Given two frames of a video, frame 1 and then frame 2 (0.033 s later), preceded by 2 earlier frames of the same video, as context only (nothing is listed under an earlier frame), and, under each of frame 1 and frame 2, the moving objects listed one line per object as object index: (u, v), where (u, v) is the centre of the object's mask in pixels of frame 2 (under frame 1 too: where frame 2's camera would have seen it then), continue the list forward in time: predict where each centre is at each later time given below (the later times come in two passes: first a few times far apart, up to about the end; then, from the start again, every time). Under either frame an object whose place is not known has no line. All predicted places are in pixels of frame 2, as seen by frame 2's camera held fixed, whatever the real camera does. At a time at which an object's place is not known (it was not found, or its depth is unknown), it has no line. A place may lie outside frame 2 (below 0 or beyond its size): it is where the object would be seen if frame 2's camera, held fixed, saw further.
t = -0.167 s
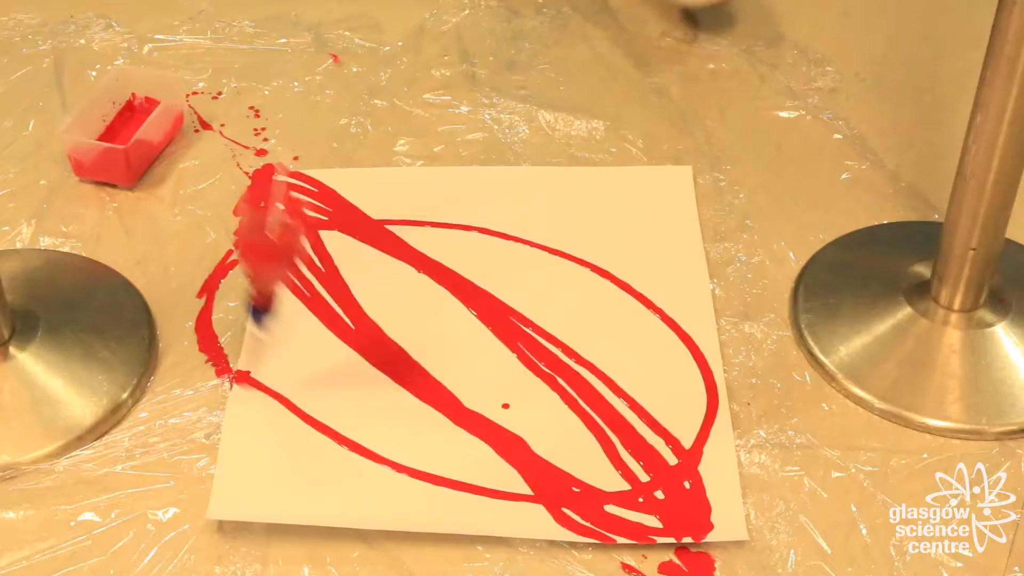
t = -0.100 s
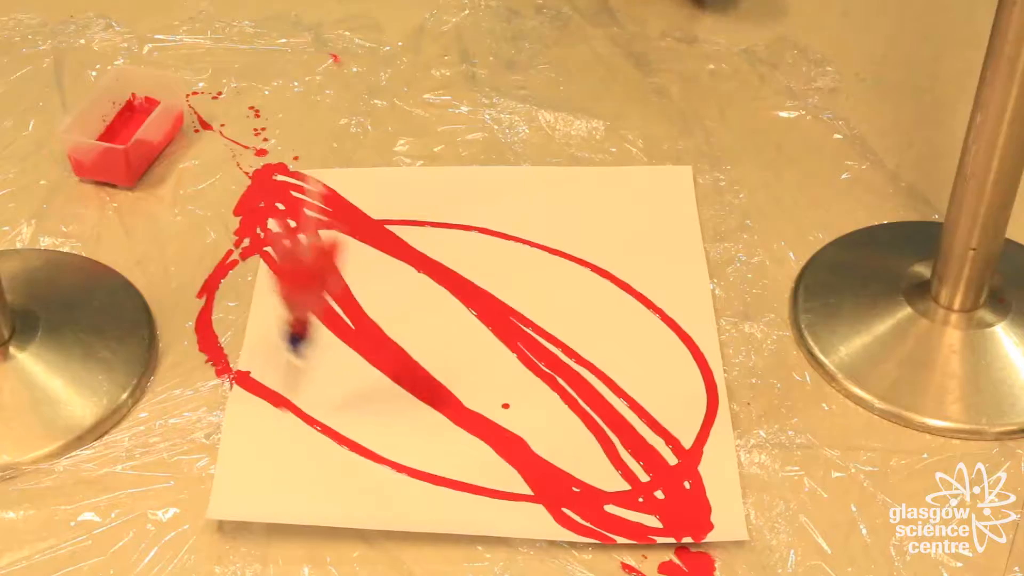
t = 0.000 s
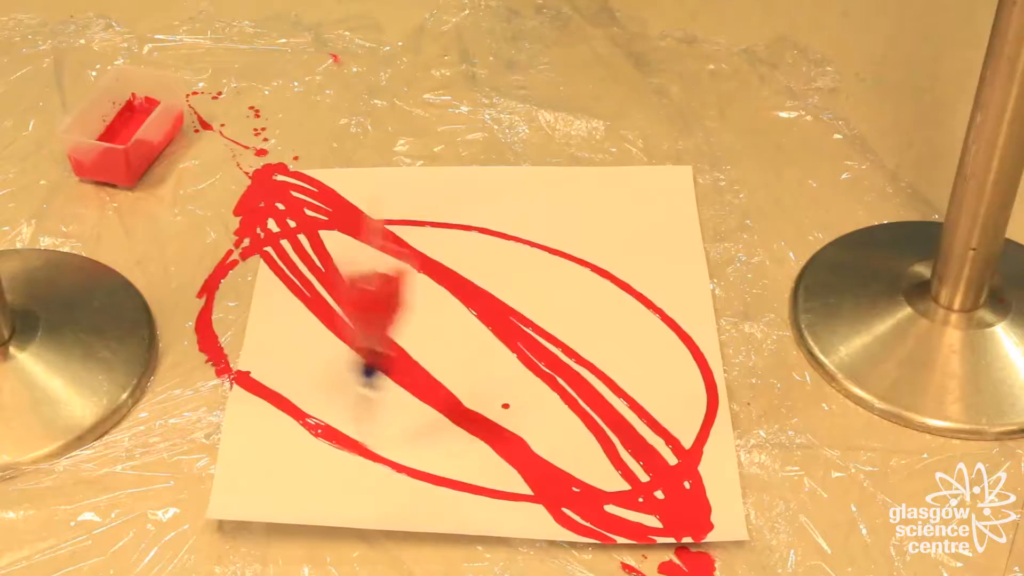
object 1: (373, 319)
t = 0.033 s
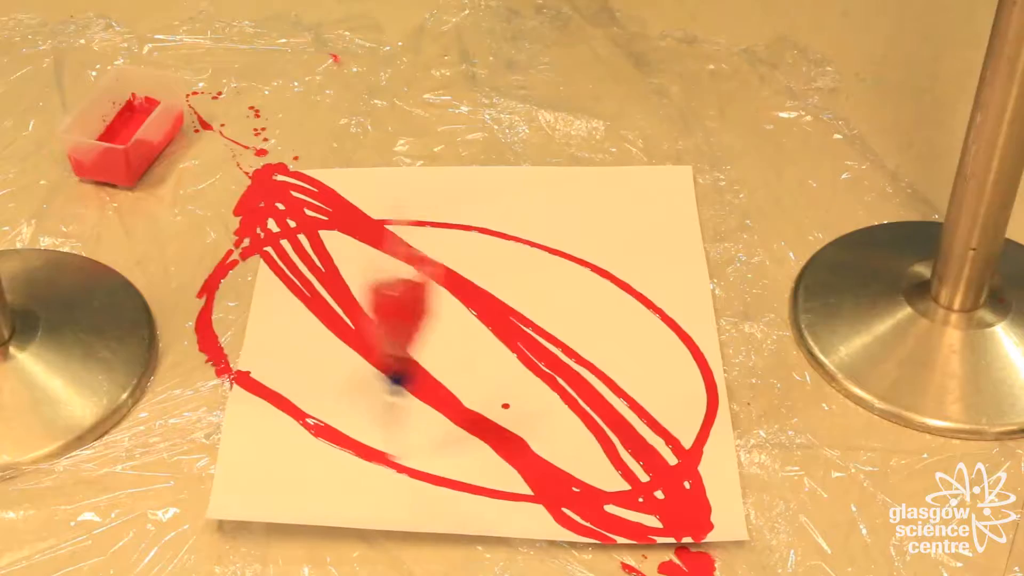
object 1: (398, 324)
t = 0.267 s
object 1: (580, 316)
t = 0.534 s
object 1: (666, 237)
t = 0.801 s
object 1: (579, 157)
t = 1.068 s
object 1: (407, 125)
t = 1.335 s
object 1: (265, 161)
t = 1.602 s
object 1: (264, 230)
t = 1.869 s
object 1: (414, 323)
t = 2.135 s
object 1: (599, 290)
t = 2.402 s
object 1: (648, 209)
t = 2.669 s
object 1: (544, 145)
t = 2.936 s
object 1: (380, 135)
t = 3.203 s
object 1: (260, 186)
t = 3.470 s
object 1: (285, 256)
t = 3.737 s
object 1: (442, 308)
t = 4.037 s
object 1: (609, 253)
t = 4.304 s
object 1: (611, 175)
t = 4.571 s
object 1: (492, 135)
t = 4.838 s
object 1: (342, 154)
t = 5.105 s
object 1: (263, 213)
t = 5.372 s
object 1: (327, 266)
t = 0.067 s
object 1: (425, 332)
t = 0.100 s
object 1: (453, 331)
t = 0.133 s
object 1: (481, 328)
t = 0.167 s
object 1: (507, 329)
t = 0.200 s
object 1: (534, 328)
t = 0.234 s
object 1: (557, 325)
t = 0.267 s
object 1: (580, 316)
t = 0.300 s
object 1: (600, 308)
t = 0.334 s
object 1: (618, 299)
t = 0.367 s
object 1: (633, 290)
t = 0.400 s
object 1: (646, 280)
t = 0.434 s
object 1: (656, 270)
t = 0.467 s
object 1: (662, 260)
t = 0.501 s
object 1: (666, 248)
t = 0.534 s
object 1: (666, 237)
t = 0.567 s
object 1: (664, 226)
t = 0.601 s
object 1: (658, 214)
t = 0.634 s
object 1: (650, 203)
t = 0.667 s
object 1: (640, 193)
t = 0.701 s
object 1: (627, 183)
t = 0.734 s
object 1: (613, 174)
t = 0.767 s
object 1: (597, 165)
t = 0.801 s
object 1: (579, 157)
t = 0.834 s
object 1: (560, 150)
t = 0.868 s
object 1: (539, 144)
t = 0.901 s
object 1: (519, 138)
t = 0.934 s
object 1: (497, 134)
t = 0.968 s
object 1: (475, 131)
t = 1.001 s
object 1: (452, 128)
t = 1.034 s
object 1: (430, 126)
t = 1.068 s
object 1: (407, 125)
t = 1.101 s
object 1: (386, 125)
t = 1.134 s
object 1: (365, 127)
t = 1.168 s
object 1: (346, 130)
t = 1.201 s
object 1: (326, 134)
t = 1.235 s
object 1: (309, 139)
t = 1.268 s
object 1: (292, 145)
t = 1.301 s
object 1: (277, 154)
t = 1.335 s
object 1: (265, 161)
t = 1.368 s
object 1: (256, 168)
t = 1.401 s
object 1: (248, 179)
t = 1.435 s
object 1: (243, 189)
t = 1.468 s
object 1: (240, 201)
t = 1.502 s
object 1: (243, 210)
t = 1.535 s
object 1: (249, 219)
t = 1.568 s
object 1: (256, 226)
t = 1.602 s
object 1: (264, 230)
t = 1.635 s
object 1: (274, 236)
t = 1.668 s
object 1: (289, 247)
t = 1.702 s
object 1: (299, 285)
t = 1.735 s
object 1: (321, 294)
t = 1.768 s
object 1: (343, 304)
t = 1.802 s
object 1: (366, 311)
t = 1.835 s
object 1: (388, 318)
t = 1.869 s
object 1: (414, 323)
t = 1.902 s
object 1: (439, 325)
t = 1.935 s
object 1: (465, 319)
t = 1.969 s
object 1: (490, 318)
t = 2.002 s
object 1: (516, 317)
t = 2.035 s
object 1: (538, 317)
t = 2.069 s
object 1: (561, 308)
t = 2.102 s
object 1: (581, 298)
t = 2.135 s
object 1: (599, 290)
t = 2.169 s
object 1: (614, 282)
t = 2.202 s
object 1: (627, 272)
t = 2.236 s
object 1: (638, 262)
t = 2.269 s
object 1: (645, 252)
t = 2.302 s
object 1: (650, 241)
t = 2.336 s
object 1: (652, 230)
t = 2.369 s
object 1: (651, 219)
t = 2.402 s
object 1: (648, 209)
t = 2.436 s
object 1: (642, 198)
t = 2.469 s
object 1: (633, 188)
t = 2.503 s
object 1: (623, 179)
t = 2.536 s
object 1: (610, 171)
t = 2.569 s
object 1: (596, 163)
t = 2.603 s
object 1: (581, 156)
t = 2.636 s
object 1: (563, 150)
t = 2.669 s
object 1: (544, 145)
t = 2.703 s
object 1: (526, 141)
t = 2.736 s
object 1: (506, 137)
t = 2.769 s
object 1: (485, 136)
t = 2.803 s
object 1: (463, 134)
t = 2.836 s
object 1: (441, 133)
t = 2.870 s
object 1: (421, 132)
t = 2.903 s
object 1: (400, 134)
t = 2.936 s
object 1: (380, 135)
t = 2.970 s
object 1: (360, 138)
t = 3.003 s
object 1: (342, 143)
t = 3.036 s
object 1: (324, 148)
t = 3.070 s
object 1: (308, 154)
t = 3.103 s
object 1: (292, 162)
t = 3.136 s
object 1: (279, 170)
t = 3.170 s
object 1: (268, 178)
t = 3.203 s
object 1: (260, 186)
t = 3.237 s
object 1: (254, 193)
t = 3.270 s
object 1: (251, 202)
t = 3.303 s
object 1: (251, 209)
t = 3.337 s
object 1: (253, 219)
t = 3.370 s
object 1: (257, 228)
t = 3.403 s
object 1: (264, 233)
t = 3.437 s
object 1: (271, 239)
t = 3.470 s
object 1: (285, 256)
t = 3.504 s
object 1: (297, 273)
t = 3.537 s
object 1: (314, 272)
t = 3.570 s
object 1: (333, 280)
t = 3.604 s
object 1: (352, 286)
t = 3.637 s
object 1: (371, 305)
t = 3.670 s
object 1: (395, 300)
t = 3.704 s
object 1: (419, 305)
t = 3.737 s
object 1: (442, 308)
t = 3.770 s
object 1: (467, 307)
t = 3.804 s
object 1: (489, 304)
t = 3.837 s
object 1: (509, 302)
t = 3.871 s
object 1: (532, 295)
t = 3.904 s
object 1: (551, 288)
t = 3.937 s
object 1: (569, 280)
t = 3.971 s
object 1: (584, 270)
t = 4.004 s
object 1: (598, 262)
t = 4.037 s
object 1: (609, 253)
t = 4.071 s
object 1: (618, 244)
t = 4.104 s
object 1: (625, 234)
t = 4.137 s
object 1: (628, 222)
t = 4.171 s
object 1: (630, 213)
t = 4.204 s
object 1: (629, 204)
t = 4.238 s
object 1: (626, 195)
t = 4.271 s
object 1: (620, 186)
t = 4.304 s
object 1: (611, 175)
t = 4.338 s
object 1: (601, 167)
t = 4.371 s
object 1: (590, 160)
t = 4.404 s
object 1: (576, 154)
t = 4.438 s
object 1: (562, 148)
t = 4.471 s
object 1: (546, 144)
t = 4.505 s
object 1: (528, 140)
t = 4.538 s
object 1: (511, 137)
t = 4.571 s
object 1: (492, 135)
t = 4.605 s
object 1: (473, 134)
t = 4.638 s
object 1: (454, 134)
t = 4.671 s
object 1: (434, 135)
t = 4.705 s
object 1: (414, 136)
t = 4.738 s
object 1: (395, 139)
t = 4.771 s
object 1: (377, 142)
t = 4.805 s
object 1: (359, 147)
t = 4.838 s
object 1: (342, 154)
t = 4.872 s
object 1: (326, 160)
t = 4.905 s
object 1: (312, 167)
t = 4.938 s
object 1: (298, 174)
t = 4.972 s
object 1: (287, 181)
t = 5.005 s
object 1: (277, 190)
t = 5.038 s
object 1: (270, 199)
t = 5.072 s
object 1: (266, 205)
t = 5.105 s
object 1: (263, 213)
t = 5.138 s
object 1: (264, 222)
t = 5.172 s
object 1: (267, 228)
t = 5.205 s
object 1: (271, 233)
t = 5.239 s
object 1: (277, 248)
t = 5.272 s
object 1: (287, 256)
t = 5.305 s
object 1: (298, 262)
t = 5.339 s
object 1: (312, 258)
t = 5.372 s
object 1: (327, 266)
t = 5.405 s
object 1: (343, 274)
